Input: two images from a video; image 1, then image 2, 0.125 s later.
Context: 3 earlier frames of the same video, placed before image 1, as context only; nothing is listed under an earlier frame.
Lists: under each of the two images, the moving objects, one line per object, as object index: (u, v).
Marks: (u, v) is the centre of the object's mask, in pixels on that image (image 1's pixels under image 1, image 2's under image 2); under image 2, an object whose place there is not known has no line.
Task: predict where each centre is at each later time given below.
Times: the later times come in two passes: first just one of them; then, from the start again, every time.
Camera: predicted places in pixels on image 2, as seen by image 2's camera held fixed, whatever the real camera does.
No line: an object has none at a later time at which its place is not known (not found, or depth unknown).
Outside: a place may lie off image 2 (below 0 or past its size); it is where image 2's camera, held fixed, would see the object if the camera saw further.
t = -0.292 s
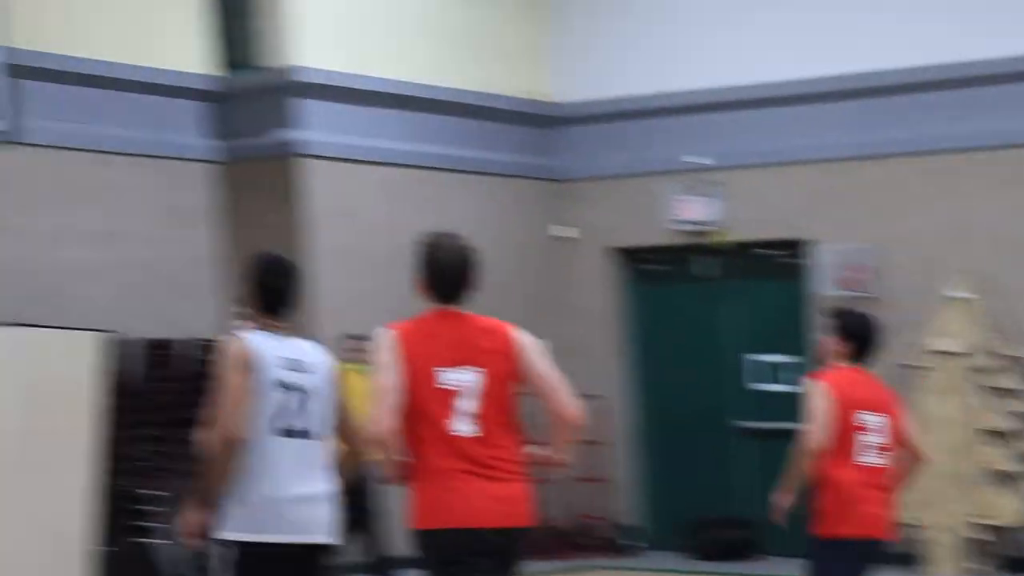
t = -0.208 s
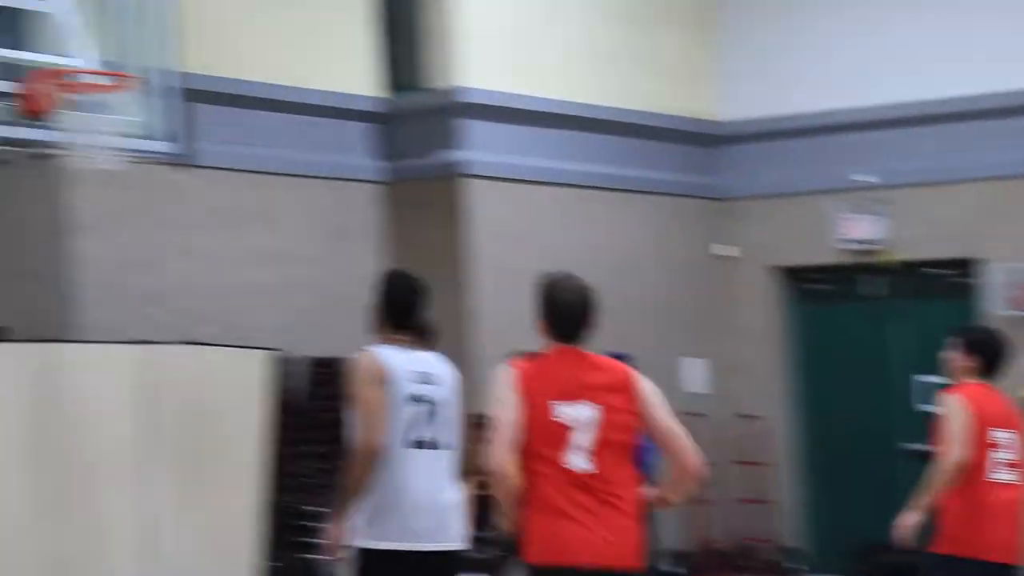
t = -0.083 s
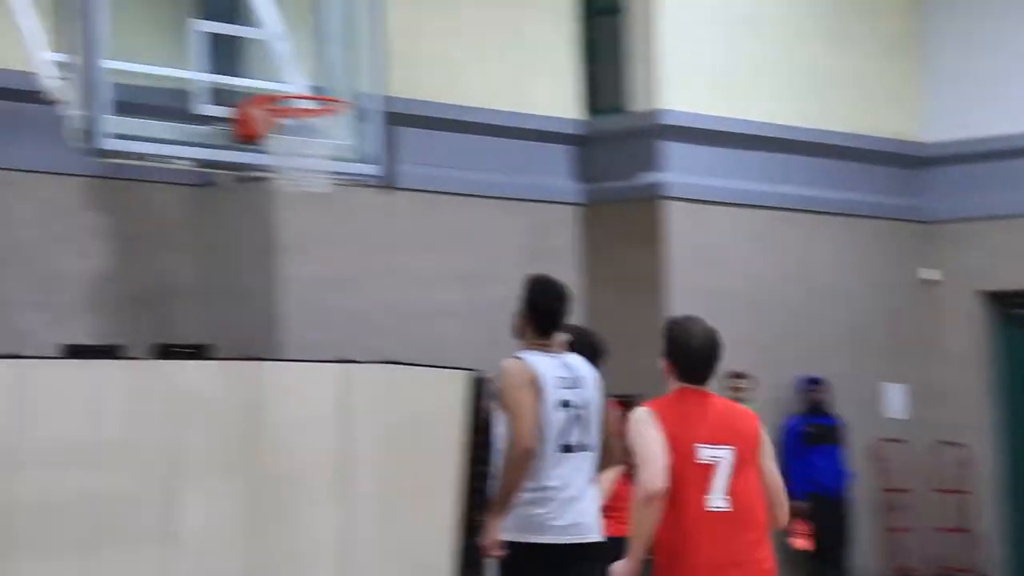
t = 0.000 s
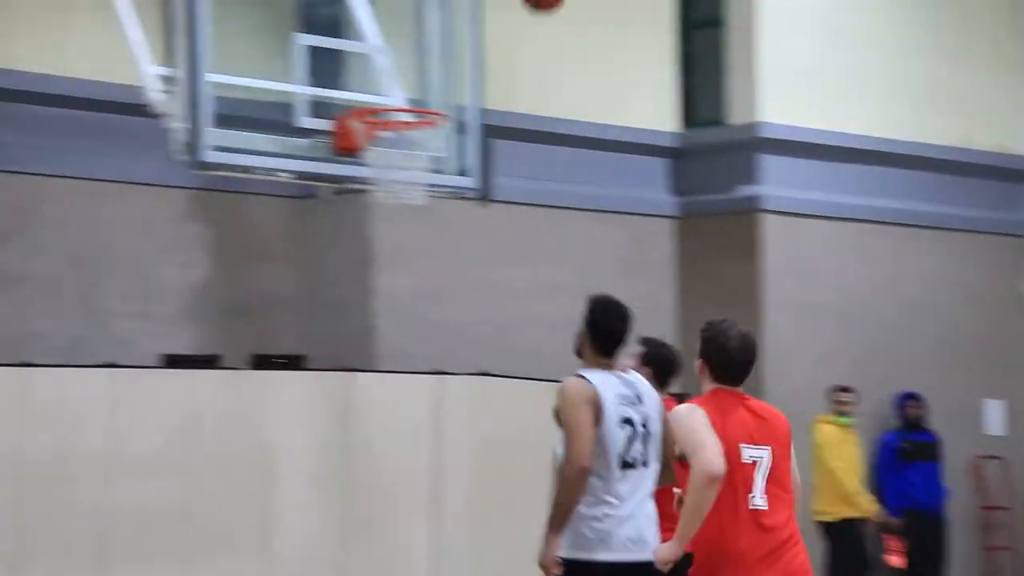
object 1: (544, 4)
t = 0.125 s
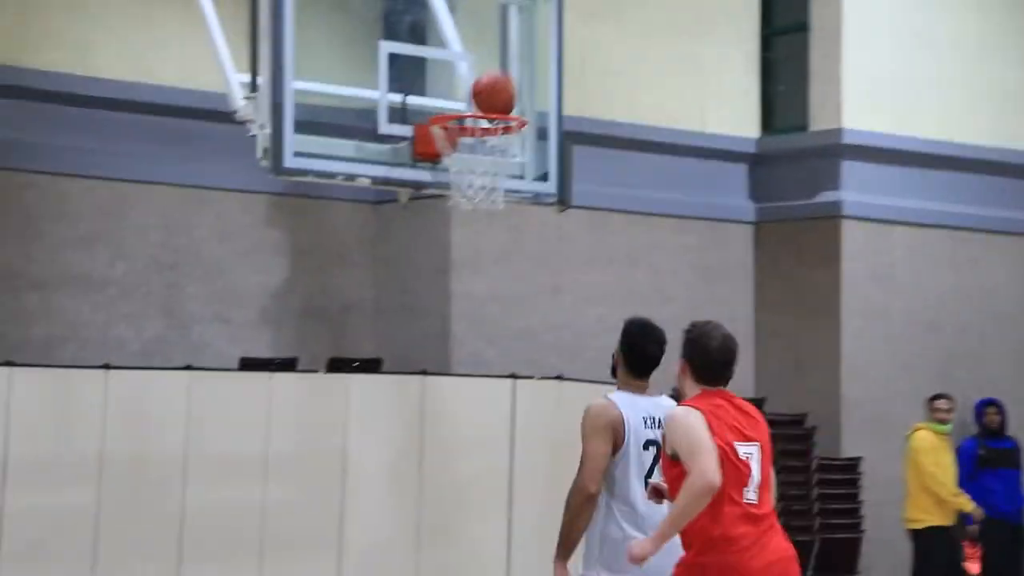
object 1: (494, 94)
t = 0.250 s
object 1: (487, 149)
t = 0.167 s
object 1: (465, 122)
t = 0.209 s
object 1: (462, 135)
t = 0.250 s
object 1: (487, 149)
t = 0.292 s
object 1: (509, 160)
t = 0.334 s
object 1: (521, 160)
